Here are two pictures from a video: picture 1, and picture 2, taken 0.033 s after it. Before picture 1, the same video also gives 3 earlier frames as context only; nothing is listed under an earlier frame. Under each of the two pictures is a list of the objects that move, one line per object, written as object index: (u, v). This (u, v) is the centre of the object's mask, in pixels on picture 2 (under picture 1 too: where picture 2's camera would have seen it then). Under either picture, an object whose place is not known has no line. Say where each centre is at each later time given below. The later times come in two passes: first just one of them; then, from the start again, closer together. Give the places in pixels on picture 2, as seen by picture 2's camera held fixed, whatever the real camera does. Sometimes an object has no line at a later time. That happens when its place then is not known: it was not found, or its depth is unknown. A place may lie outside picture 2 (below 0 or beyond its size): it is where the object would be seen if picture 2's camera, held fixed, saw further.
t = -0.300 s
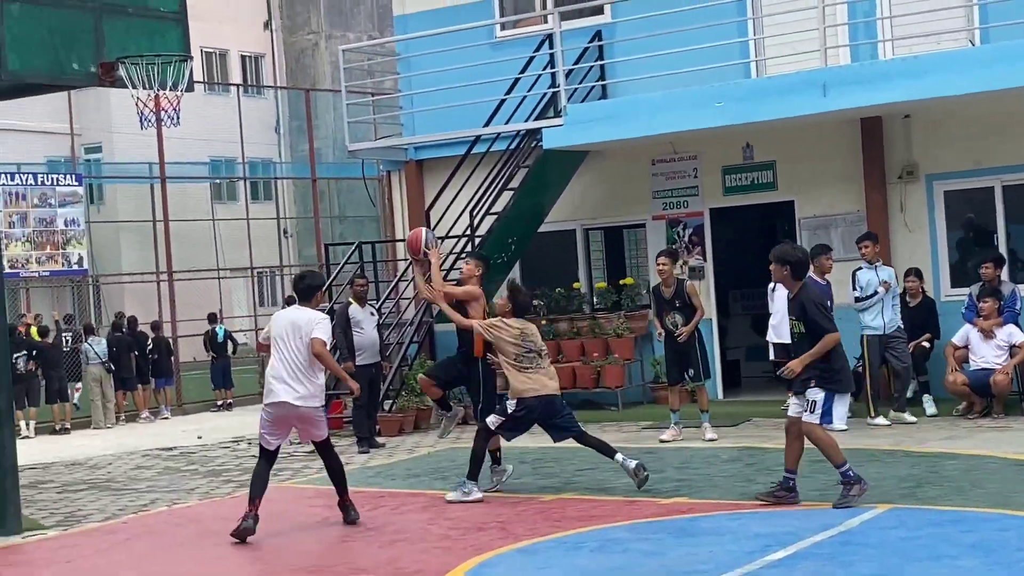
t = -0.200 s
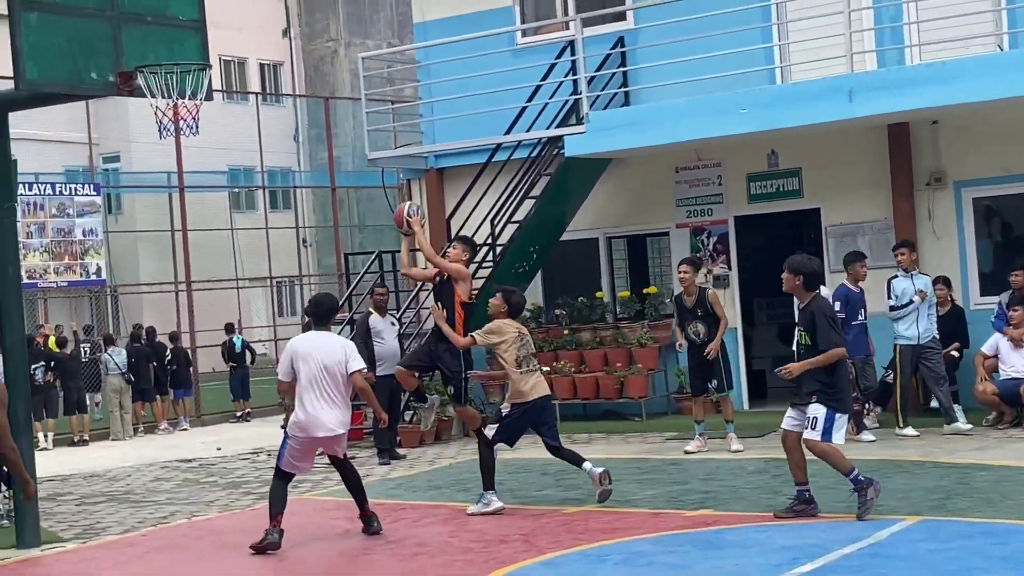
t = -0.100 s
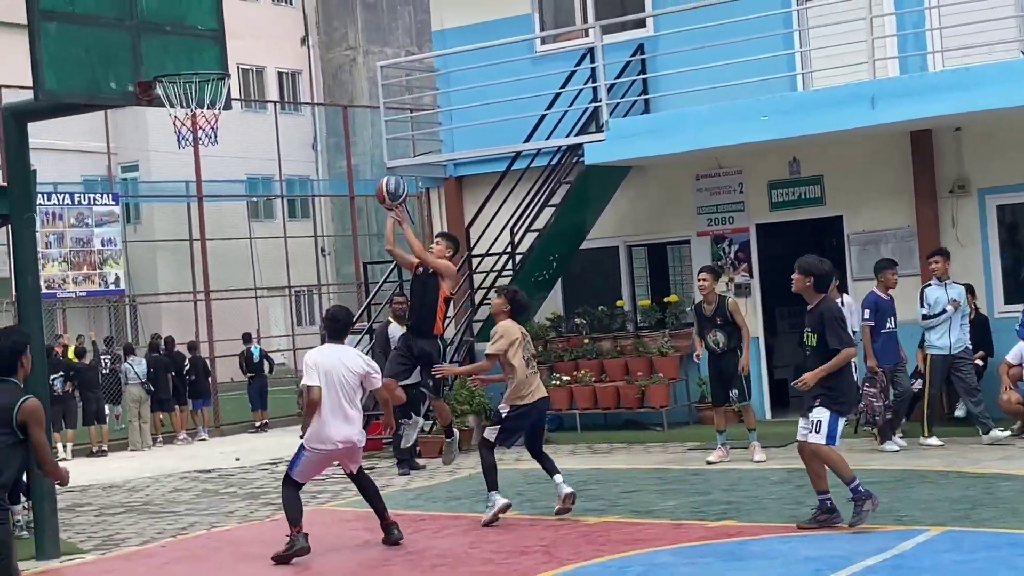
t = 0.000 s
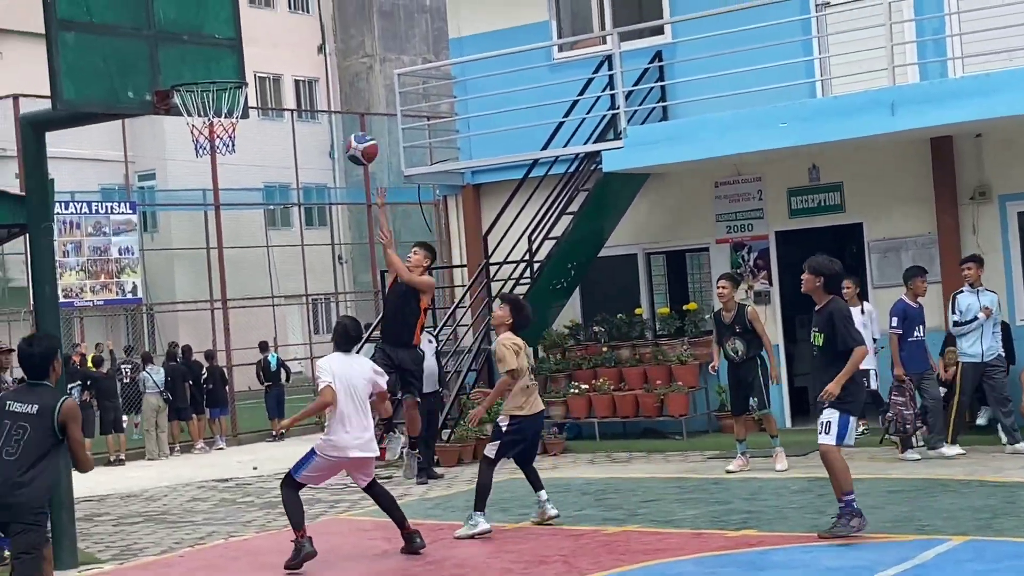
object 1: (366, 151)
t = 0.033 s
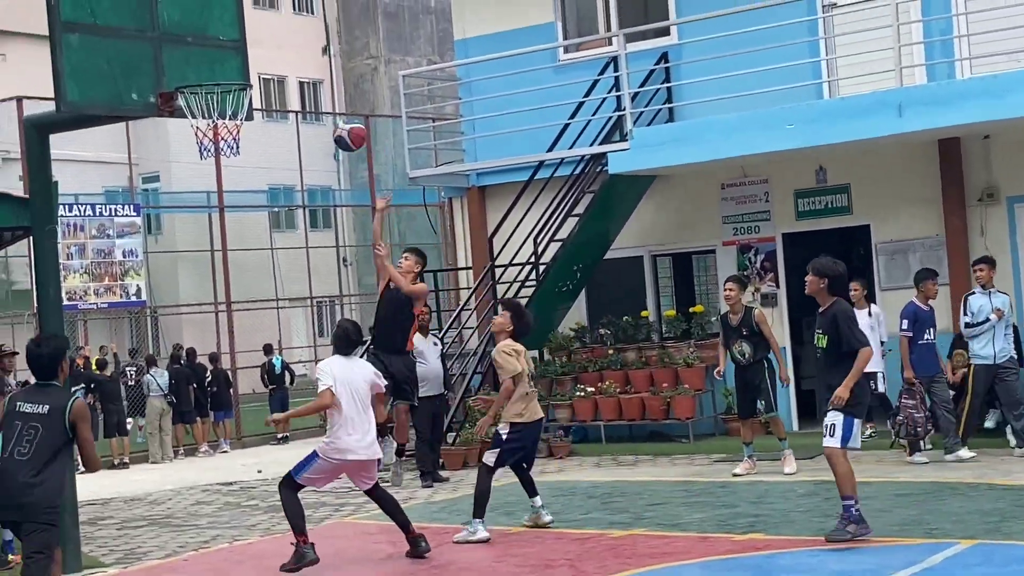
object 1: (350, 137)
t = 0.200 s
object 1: (263, 76)
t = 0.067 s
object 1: (332, 121)
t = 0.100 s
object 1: (315, 108)
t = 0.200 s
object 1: (263, 76)
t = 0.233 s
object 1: (246, 68)
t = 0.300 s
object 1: (229, 59)
